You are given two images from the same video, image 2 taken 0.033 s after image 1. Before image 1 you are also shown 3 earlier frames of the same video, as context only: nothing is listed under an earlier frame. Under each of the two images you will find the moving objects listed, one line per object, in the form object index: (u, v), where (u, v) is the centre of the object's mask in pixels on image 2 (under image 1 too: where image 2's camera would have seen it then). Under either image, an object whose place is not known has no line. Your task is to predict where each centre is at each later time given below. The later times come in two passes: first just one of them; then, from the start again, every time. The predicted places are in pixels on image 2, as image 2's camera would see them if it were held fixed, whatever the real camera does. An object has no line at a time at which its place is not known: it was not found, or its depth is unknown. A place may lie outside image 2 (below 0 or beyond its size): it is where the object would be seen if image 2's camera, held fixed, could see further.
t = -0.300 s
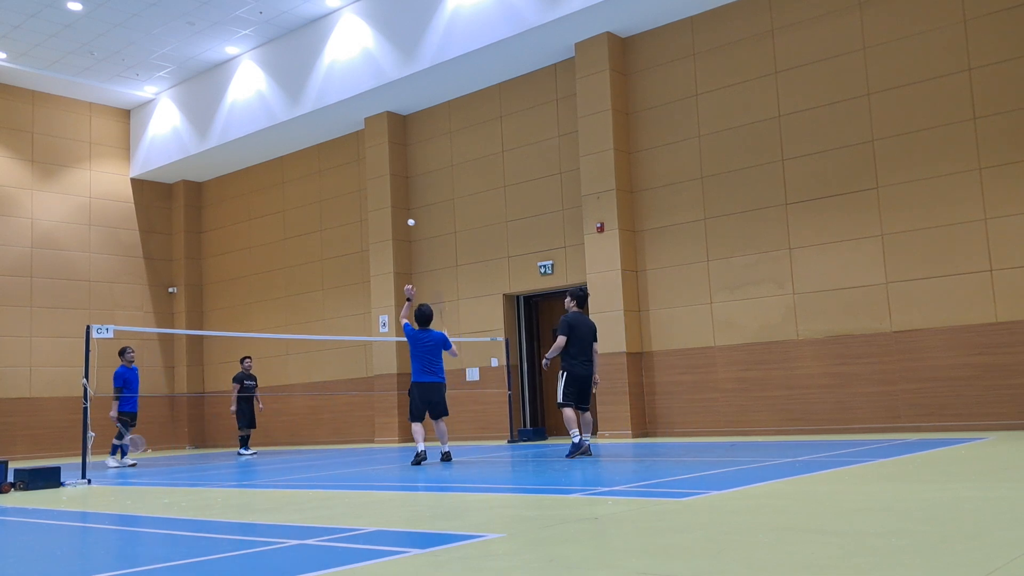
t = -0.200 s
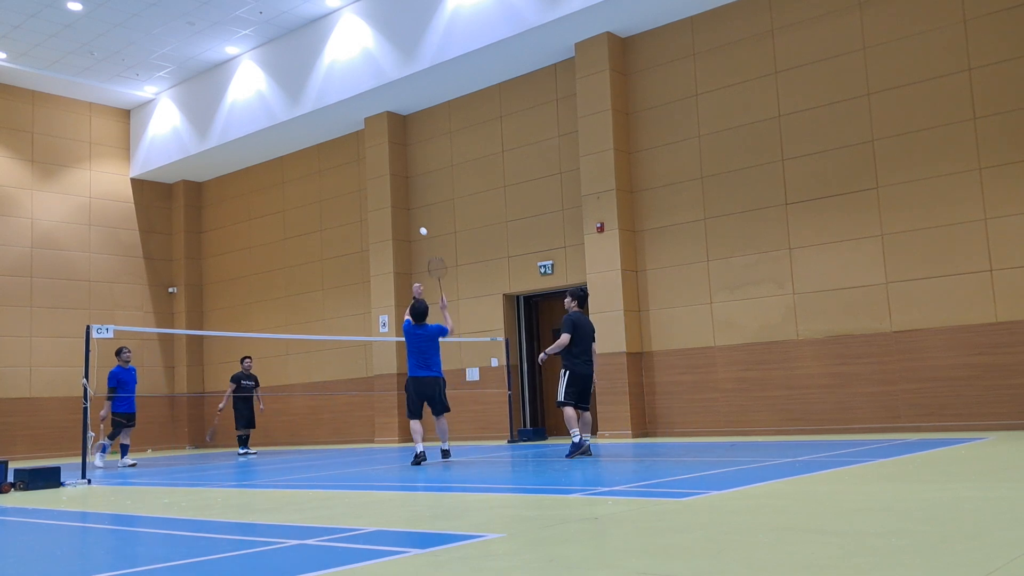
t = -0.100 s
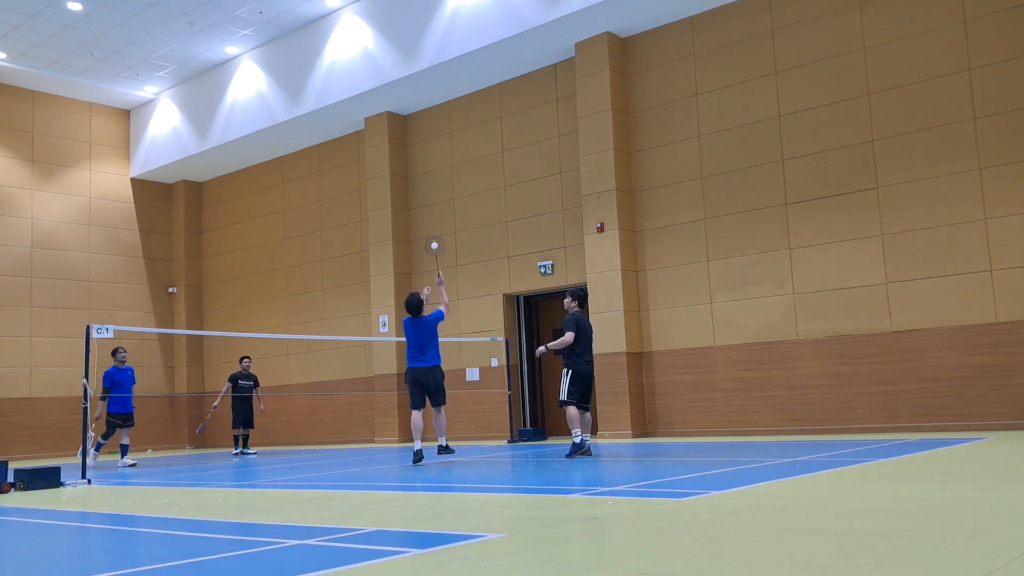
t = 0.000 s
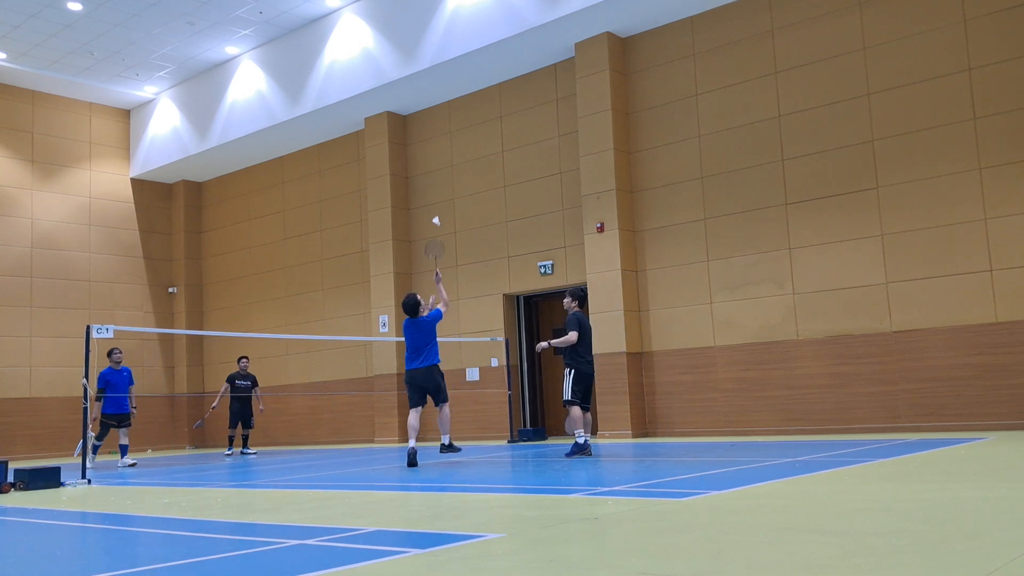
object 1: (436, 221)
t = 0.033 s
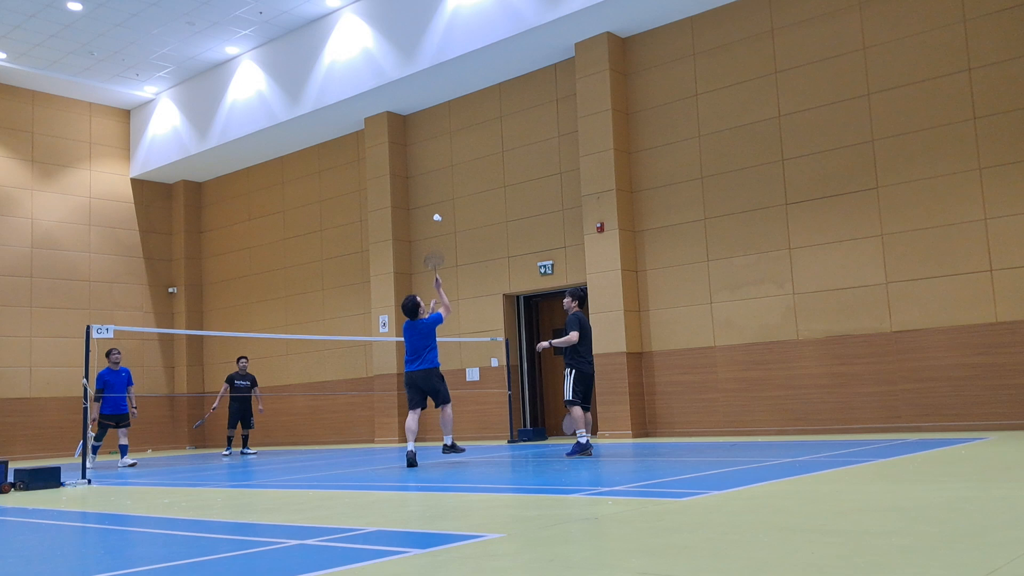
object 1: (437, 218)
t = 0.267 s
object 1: (447, 219)
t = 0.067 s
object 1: (438, 217)
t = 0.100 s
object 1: (440, 215)
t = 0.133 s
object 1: (442, 215)
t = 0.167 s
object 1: (443, 212)
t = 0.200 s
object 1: (445, 213)
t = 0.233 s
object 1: (446, 215)
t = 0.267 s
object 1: (447, 219)
